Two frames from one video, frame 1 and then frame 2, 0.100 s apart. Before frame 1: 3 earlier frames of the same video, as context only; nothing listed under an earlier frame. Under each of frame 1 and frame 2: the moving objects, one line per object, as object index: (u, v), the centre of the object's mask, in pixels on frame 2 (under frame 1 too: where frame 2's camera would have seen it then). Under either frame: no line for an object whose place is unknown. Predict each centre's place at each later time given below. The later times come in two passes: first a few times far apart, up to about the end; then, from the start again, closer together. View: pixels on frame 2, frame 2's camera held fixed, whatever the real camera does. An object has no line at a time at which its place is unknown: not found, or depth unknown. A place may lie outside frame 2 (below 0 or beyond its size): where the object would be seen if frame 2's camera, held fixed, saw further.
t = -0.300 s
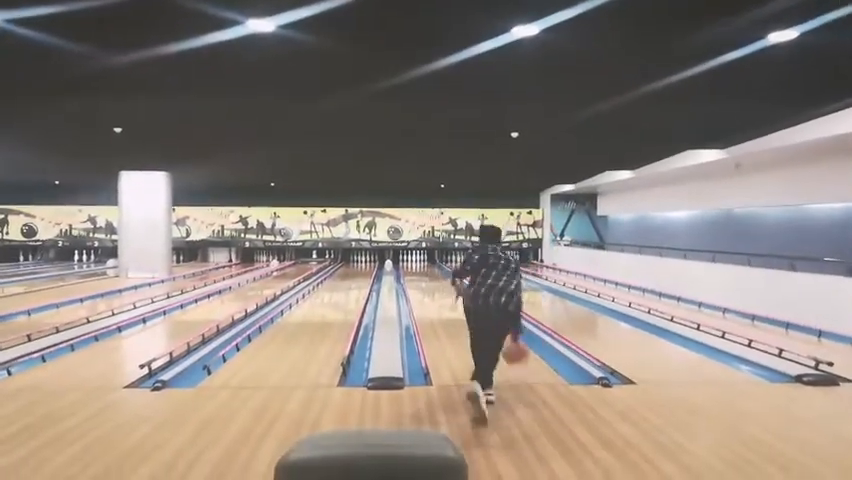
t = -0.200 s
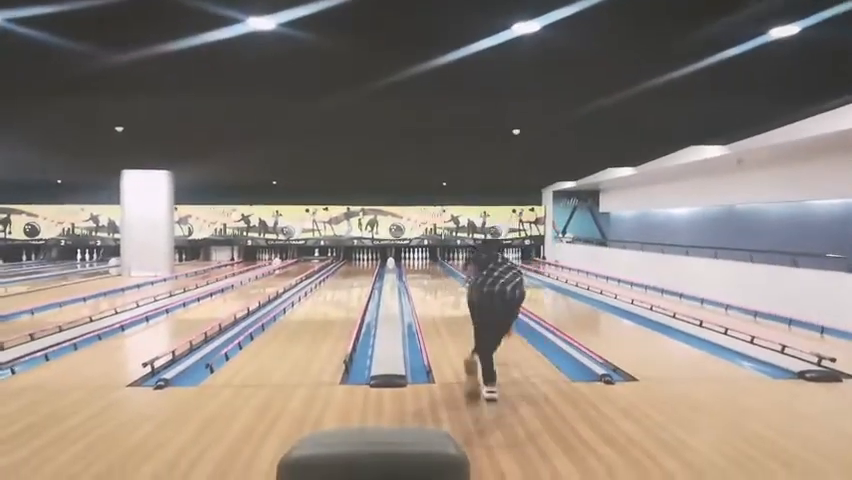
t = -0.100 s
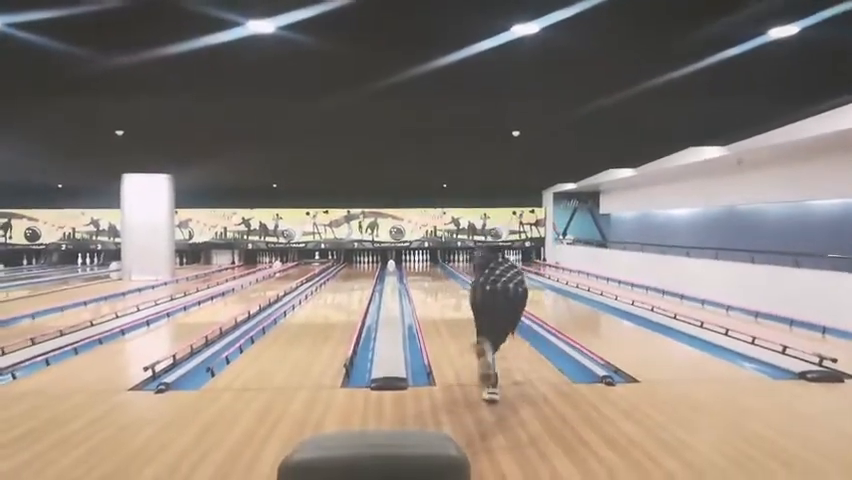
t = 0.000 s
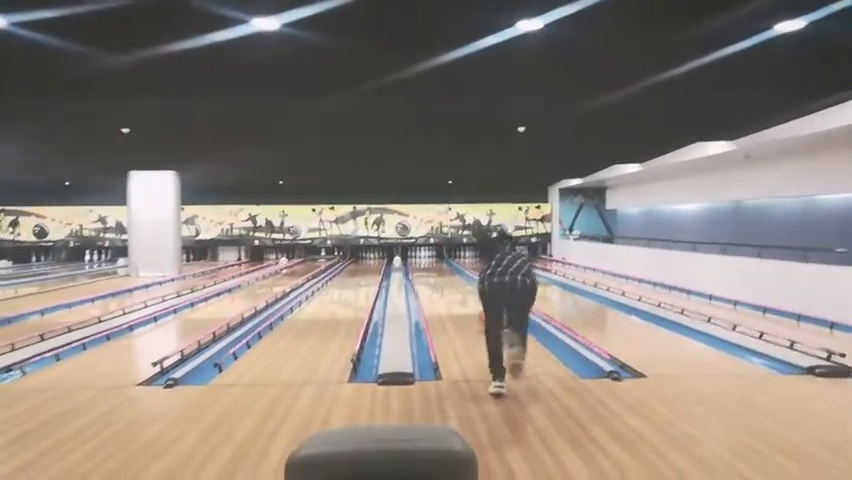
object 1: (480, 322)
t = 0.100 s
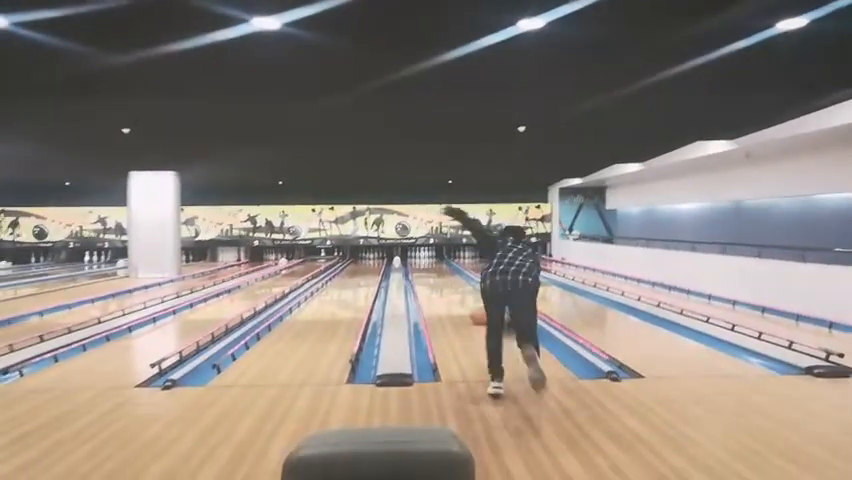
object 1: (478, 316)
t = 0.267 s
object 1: (467, 304)
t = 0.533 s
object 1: (456, 292)
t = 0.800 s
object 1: (449, 285)
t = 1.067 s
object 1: (443, 274)
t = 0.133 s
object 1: (477, 313)
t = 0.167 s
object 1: (474, 311)
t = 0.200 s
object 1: (472, 308)
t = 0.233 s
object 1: (471, 306)
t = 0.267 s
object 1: (467, 304)
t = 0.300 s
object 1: (467, 302)
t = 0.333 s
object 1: (465, 300)
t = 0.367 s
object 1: (463, 299)
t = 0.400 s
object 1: (462, 297)
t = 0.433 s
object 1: (460, 296)
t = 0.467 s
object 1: (459, 295)
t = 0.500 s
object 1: (457, 291)
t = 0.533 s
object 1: (456, 292)
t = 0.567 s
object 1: (455, 289)
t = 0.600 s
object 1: (454, 289)
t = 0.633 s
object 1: (454, 289)
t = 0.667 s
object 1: (453, 289)
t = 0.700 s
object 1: (453, 288)
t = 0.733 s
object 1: (452, 288)
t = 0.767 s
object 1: (450, 286)
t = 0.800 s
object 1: (449, 285)
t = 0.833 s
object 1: (449, 285)
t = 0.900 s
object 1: (445, 277)
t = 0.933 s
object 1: (445, 277)
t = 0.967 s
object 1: (444, 276)
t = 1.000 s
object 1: (443, 275)
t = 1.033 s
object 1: (443, 275)
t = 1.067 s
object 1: (443, 274)
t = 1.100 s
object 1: (442, 274)
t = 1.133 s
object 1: (442, 274)
